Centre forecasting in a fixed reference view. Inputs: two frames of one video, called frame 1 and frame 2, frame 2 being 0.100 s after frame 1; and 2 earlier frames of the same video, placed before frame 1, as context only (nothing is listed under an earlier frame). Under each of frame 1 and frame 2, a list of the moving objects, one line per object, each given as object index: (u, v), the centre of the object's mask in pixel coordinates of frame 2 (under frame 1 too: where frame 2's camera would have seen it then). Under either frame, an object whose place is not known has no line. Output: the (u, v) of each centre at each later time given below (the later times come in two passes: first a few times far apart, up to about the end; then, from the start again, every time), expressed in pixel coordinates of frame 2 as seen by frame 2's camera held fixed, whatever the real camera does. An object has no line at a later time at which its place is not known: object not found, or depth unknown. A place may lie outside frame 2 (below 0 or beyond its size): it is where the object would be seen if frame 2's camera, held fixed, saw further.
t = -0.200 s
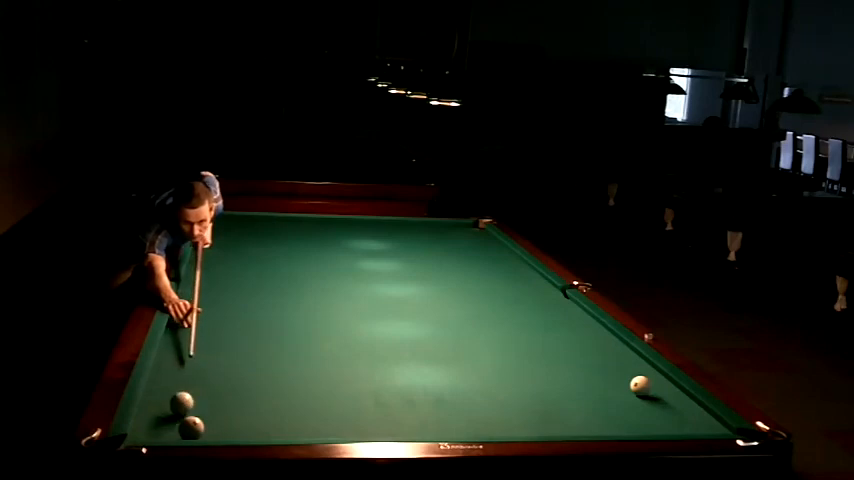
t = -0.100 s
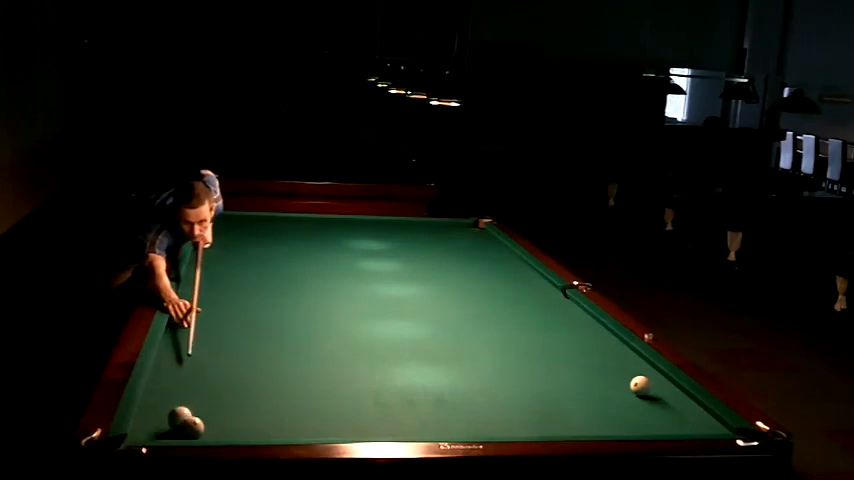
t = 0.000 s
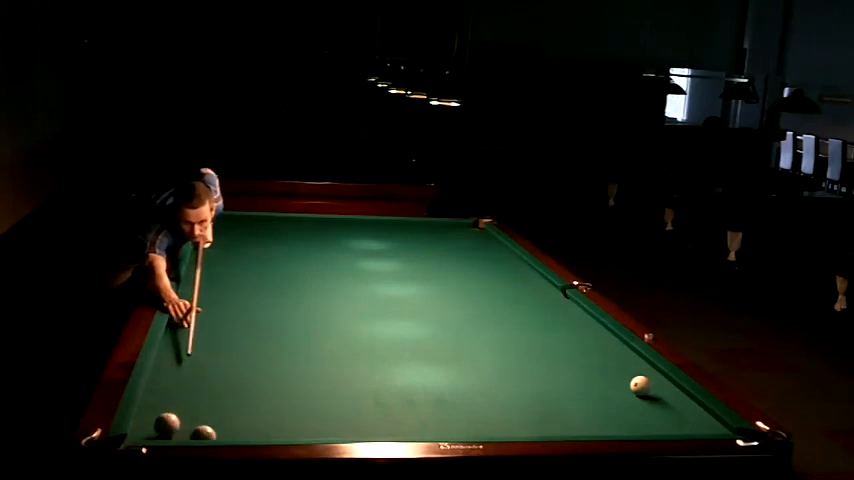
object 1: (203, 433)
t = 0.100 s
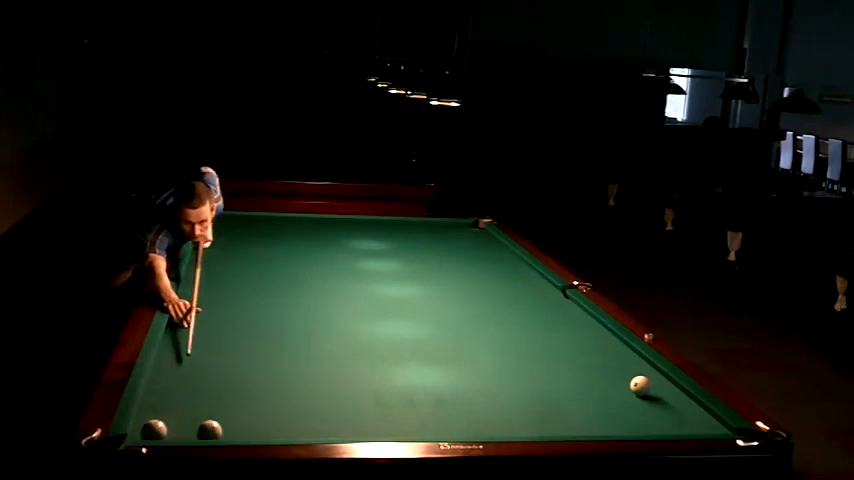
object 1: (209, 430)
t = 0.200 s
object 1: (215, 427)
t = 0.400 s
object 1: (226, 418)
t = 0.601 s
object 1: (236, 408)
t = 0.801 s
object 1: (245, 400)
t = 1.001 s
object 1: (254, 392)
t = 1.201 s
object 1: (262, 386)
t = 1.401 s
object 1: (269, 380)
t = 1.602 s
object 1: (275, 374)
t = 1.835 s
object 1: (282, 368)
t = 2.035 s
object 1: (288, 363)
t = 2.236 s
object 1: (293, 358)
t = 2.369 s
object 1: (296, 355)
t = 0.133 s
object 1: (211, 429)
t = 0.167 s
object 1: (213, 428)
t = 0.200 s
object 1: (215, 427)
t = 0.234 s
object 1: (216, 426)
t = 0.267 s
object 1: (219, 423)
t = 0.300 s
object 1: (221, 421)
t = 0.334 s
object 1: (222, 421)
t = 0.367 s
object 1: (224, 418)
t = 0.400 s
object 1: (226, 418)
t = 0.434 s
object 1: (227, 415)
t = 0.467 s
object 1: (229, 414)
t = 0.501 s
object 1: (231, 412)
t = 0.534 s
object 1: (233, 411)
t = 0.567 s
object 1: (234, 410)
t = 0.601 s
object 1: (236, 408)
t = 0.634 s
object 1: (237, 407)
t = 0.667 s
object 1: (239, 405)
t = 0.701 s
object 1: (240, 404)
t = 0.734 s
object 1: (242, 402)
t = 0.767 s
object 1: (243, 401)
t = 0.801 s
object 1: (245, 400)
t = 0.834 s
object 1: (246, 399)
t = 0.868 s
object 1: (248, 397)
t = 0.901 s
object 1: (249, 396)
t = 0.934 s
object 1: (251, 395)
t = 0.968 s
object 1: (252, 394)
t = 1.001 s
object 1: (254, 392)
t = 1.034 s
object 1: (255, 391)
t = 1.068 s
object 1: (256, 390)
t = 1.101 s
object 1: (258, 389)
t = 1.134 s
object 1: (259, 388)
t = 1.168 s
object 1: (260, 387)
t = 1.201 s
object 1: (262, 386)
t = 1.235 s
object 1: (263, 385)
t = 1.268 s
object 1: (264, 384)
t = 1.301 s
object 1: (265, 383)
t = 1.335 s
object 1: (266, 382)
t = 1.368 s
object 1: (268, 381)
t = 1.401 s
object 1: (269, 380)
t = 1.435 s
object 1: (270, 379)
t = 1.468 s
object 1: (271, 378)
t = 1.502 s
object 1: (272, 377)
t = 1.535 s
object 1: (273, 376)
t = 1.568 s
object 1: (274, 375)
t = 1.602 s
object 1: (275, 374)
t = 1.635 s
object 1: (276, 373)
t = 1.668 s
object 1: (277, 372)
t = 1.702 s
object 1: (278, 371)
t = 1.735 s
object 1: (279, 370)
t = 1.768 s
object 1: (280, 369)
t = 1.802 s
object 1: (281, 368)
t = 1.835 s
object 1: (282, 368)
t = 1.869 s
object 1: (283, 367)
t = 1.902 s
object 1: (284, 366)
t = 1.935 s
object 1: (285, 365)
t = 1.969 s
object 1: (286, 364)
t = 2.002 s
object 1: (287, 363)
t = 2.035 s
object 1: (288, 363)
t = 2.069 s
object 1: (288, 362)
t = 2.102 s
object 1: (289, 361)
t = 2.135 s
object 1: (290, 360)
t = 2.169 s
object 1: (291, 359)
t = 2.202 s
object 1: (292, 359)
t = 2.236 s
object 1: (293, 358)
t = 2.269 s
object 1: (293, 357)
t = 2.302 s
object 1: (294, 357)
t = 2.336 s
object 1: (295, 356)
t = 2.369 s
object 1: (296, 355)
